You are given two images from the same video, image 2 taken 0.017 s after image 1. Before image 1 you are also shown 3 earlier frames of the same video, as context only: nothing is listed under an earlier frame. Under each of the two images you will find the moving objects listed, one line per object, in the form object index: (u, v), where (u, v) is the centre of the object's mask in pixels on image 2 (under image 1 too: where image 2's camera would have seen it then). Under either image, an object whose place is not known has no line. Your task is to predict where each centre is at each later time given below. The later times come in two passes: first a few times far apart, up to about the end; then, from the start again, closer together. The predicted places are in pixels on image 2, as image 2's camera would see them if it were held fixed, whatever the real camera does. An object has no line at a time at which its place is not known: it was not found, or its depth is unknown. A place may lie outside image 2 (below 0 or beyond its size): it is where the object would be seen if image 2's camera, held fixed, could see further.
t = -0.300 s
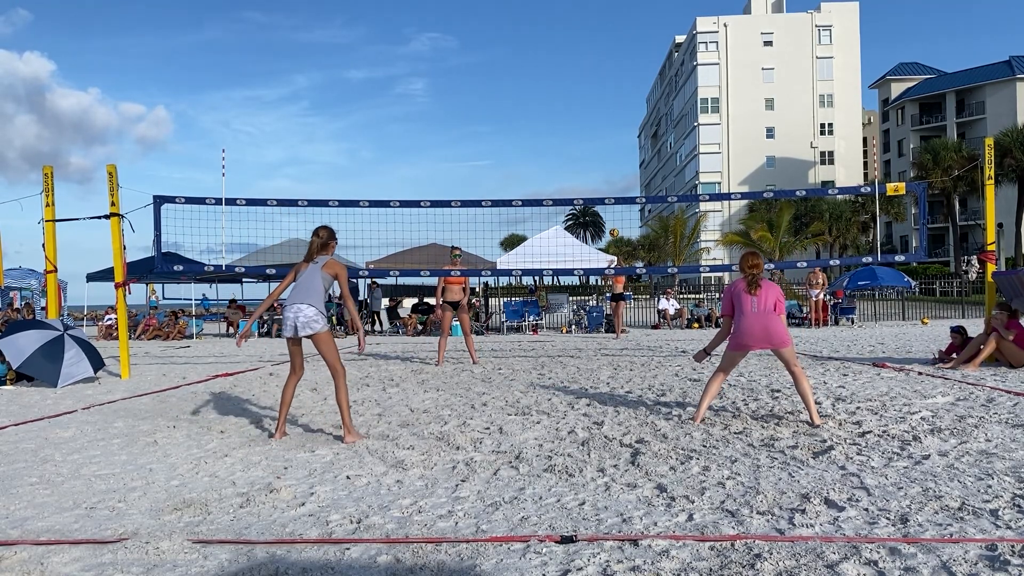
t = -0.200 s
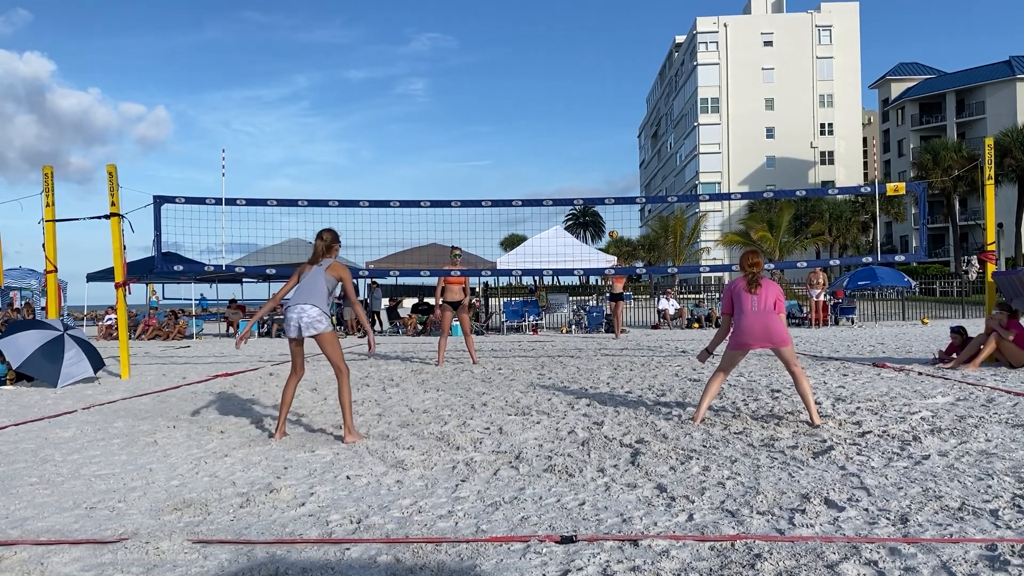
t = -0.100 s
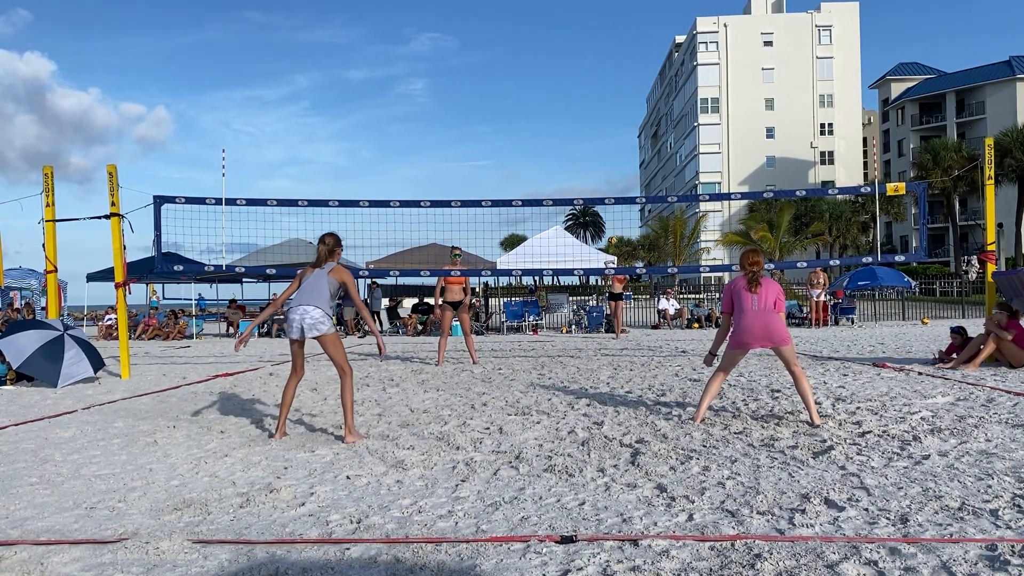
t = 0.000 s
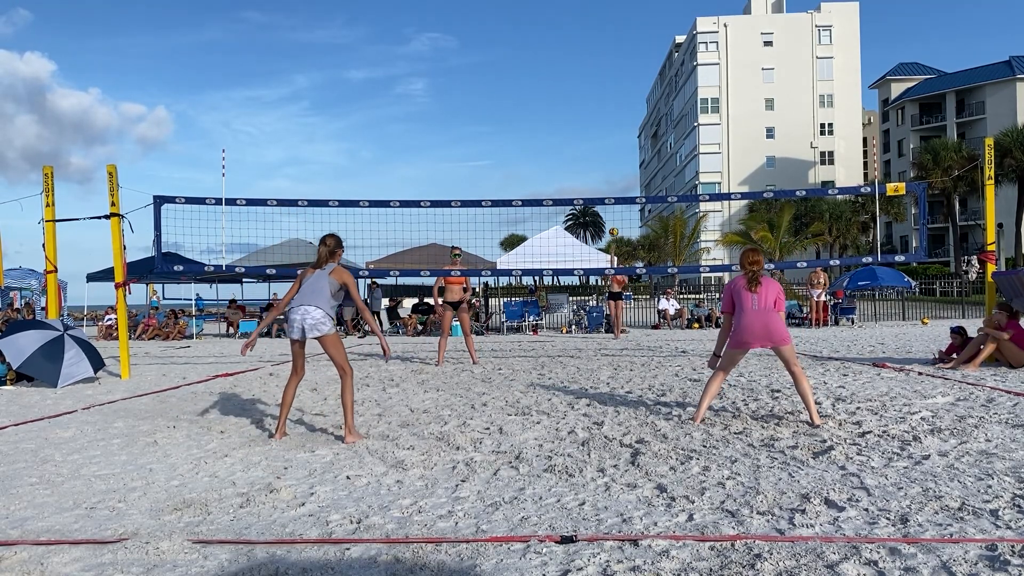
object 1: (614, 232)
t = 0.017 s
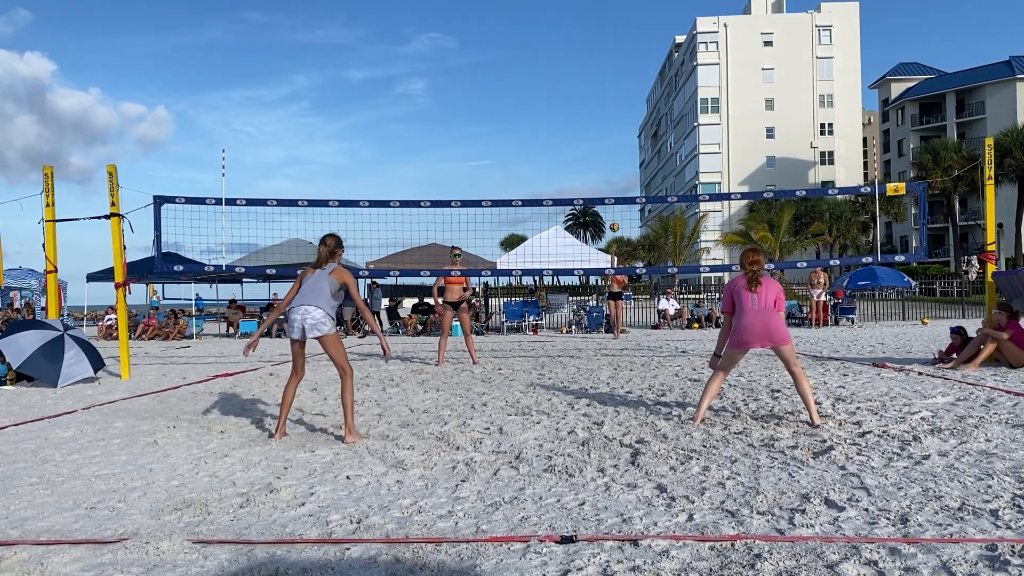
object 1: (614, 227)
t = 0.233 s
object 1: (621, 167)
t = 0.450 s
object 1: (628, 117)
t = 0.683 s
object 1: (633, 82)
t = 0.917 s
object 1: (633, 73)
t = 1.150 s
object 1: (628, 103)
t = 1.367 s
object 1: (620, 192)
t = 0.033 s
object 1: (615, 222)
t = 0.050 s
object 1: (615, 217)
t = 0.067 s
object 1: (616, 213)
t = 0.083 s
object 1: (617, 209)
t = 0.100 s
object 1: (617, 206)
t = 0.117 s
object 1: (618, 196)
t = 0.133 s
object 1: (618, 193)
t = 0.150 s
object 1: (618, 189)
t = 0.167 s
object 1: (619, 185)
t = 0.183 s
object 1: (619, 180)
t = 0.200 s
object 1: (620, 176)
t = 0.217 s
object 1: (621, 171)
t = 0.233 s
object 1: (621, 167)
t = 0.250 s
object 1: (622, 163)
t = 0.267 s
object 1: (623, 159)
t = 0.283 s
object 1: (623, 155)
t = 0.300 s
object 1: (624, 151)
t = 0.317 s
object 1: (625, 147)
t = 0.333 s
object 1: (625, 142)
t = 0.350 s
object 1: (626, 138)
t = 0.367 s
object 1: (626, 134)
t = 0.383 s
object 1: (626, 131)
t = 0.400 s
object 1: (627, 127)
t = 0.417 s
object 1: (627, 124)
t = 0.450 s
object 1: (628, 117)
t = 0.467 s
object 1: (629, 114)
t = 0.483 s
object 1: (629, 111)
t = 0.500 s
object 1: (629, 107)
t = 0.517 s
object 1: (630, 104)
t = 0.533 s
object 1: (630, 101)
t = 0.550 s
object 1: (631, 99)
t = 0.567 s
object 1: (631, 96)
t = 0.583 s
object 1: (631, 94)
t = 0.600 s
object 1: (631, 91)
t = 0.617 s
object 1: (632, 89)
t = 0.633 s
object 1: (632, 87)
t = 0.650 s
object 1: (632, 85)
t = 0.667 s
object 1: (633, 83)
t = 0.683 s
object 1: (633, 82)
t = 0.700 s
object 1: (633, 80)
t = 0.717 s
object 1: (633, 79)
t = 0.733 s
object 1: (634, 77)
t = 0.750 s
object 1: (634, 76)
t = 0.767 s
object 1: (634, 75)
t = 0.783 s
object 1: (634, 74)
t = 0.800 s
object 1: (634, 74)
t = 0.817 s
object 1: (634, 73)
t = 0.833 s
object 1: (634, 73)
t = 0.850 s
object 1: (634, 73)
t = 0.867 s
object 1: (633, 72)
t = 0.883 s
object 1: (633, 73)
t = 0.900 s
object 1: (633, 73)
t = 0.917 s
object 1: (633, 73)
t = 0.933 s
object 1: (632, 74)
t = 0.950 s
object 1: (632, 75)
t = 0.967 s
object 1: (632, 76)
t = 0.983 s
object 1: (632, 77)
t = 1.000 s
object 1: (631, 78)
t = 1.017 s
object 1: (631, 80)
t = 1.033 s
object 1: (631, 81)
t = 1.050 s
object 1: (630, 84)
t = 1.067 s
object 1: (630, 86)
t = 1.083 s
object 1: (630, 89)
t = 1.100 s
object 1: (629, 92)
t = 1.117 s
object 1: (629, 95)
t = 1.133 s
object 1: (628, 99)
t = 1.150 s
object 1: (628, 103)
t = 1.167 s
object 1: (627, 107)
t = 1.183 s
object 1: (627, 112)
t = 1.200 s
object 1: (627, 117)
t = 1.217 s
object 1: (626, 123)
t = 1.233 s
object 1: (625, 129)
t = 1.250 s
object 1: (625, 136)
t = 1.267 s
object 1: (624, 142)
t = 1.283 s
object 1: (624, 149)
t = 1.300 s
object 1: (623, 157)
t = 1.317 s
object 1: (622, 165)
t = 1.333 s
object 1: (622, 174)
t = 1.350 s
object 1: (621, 183)
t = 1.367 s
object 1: (620, 192)
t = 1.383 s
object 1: (619, 202)
